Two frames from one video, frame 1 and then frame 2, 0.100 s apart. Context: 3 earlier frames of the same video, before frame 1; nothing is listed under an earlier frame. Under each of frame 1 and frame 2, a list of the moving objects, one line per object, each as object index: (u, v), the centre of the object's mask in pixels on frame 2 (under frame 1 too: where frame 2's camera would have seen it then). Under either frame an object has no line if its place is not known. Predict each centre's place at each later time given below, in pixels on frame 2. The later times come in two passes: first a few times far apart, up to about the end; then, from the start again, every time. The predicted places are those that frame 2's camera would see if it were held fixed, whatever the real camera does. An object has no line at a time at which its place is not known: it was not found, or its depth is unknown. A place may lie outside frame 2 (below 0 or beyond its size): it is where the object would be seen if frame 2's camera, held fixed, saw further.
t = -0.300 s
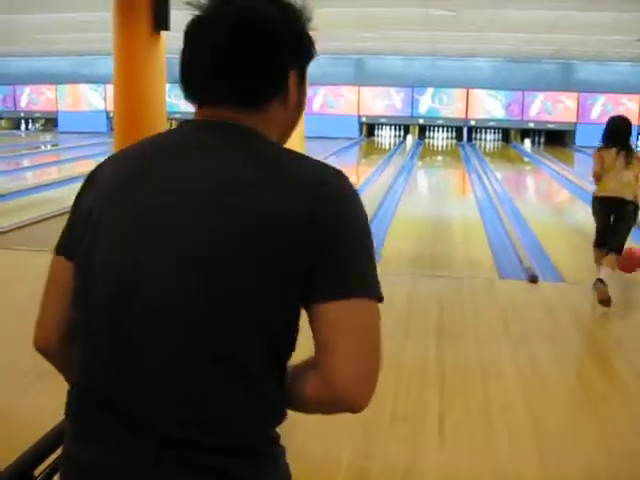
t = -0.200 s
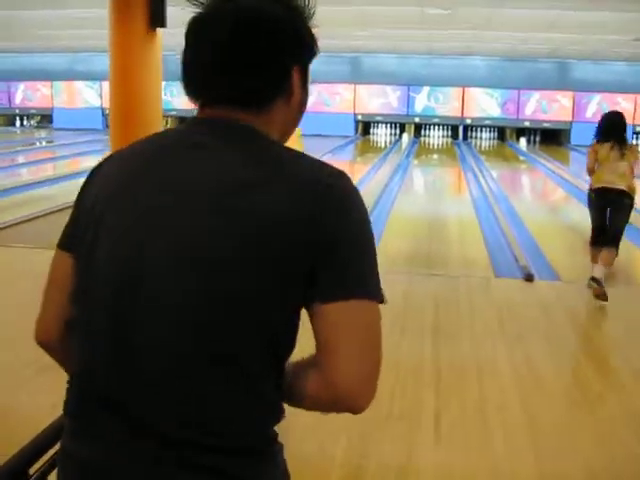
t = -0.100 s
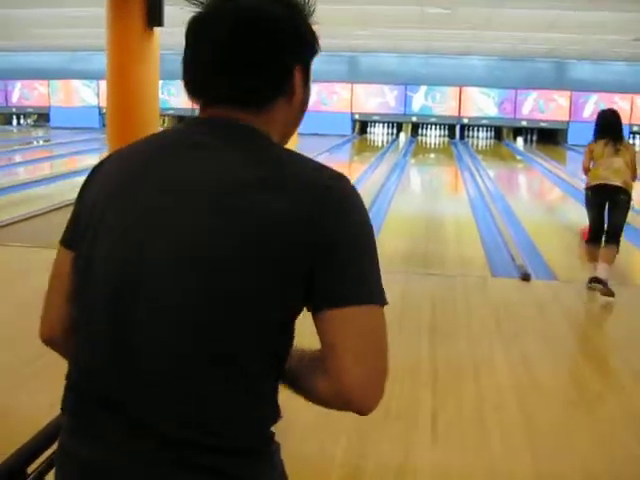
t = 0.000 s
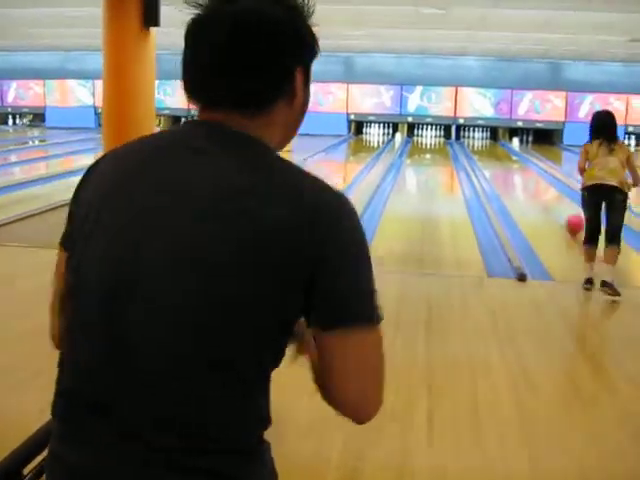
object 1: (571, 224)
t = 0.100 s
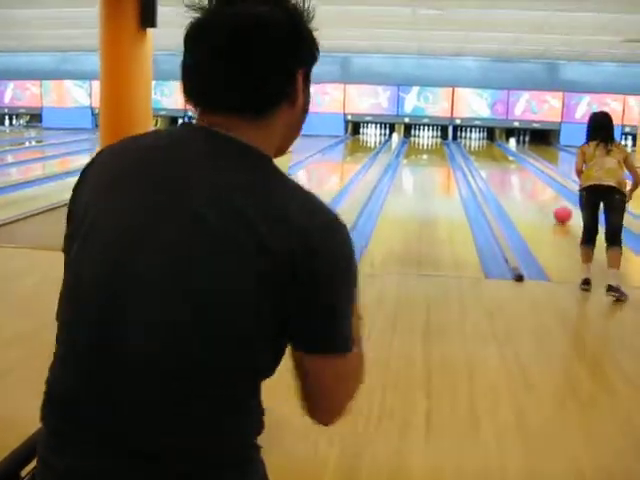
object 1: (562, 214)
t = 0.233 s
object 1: (552, 204)
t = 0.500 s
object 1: (536, 188)
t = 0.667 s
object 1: (528, 179)
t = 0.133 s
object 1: (559, 211)
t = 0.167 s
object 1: (557, 209)
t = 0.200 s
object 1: (555, 207)
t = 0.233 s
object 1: (552, 204)
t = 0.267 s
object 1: (550, 201)
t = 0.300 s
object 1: (548, 200)
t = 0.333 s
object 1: (546, 198)
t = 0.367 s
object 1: (543, 196)
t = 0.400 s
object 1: (541, 192)
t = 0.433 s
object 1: (539, 191)
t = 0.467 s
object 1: (538, 189)
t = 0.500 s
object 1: (536, 188)
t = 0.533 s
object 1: (535, 186)
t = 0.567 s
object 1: (533, 184)
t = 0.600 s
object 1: (532, 183)
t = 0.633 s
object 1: (530, 182)
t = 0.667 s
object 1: (528, 179)
